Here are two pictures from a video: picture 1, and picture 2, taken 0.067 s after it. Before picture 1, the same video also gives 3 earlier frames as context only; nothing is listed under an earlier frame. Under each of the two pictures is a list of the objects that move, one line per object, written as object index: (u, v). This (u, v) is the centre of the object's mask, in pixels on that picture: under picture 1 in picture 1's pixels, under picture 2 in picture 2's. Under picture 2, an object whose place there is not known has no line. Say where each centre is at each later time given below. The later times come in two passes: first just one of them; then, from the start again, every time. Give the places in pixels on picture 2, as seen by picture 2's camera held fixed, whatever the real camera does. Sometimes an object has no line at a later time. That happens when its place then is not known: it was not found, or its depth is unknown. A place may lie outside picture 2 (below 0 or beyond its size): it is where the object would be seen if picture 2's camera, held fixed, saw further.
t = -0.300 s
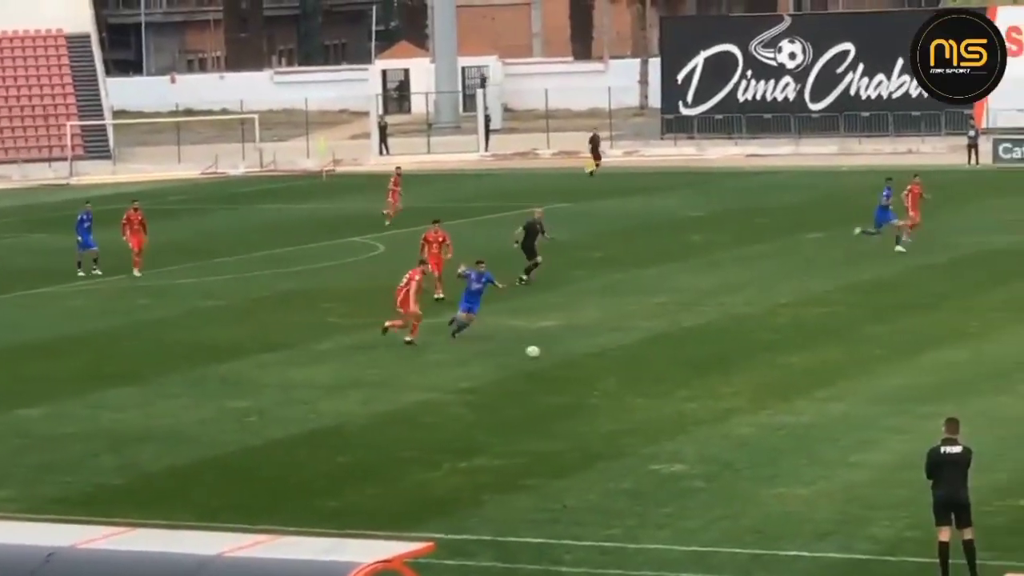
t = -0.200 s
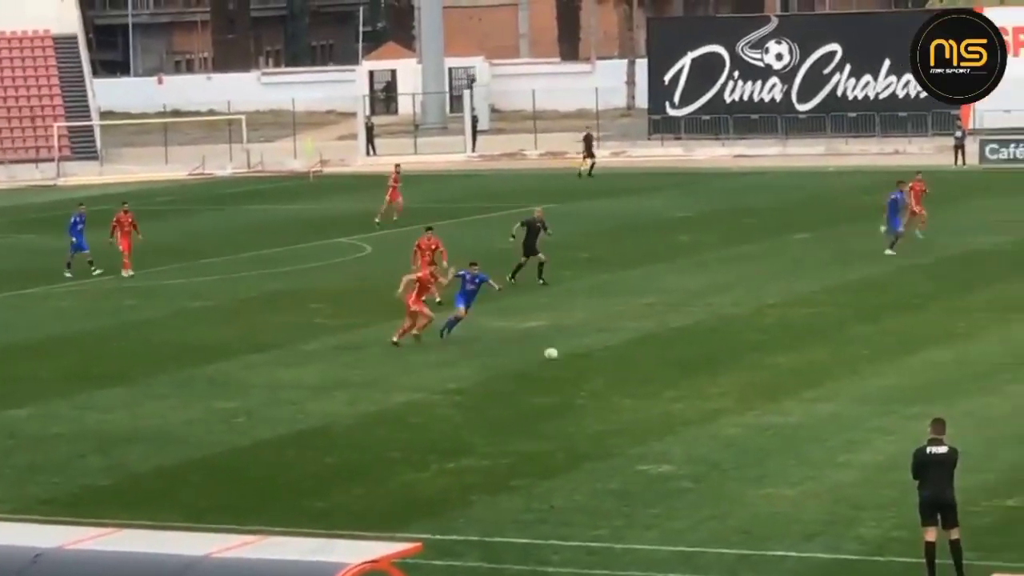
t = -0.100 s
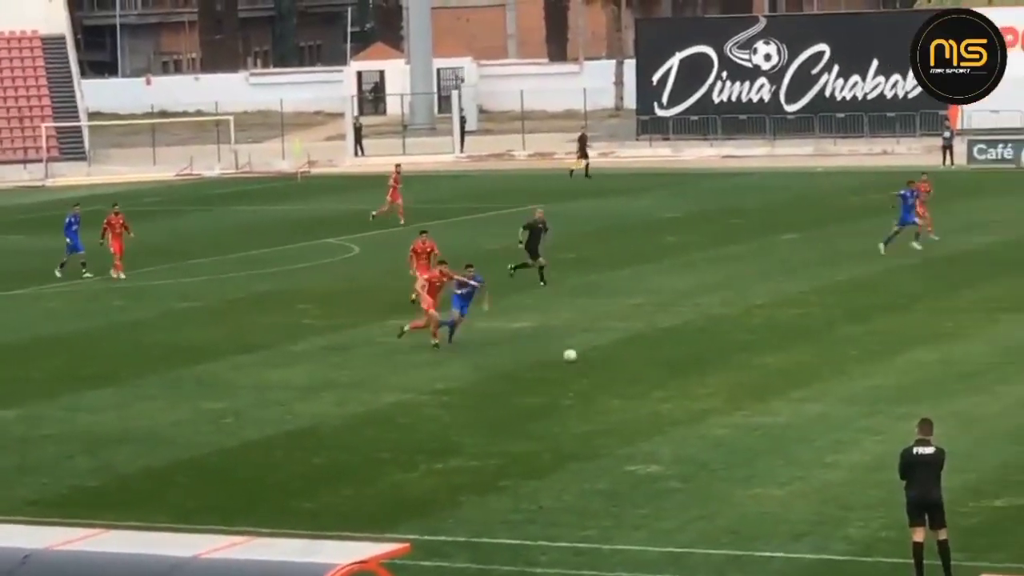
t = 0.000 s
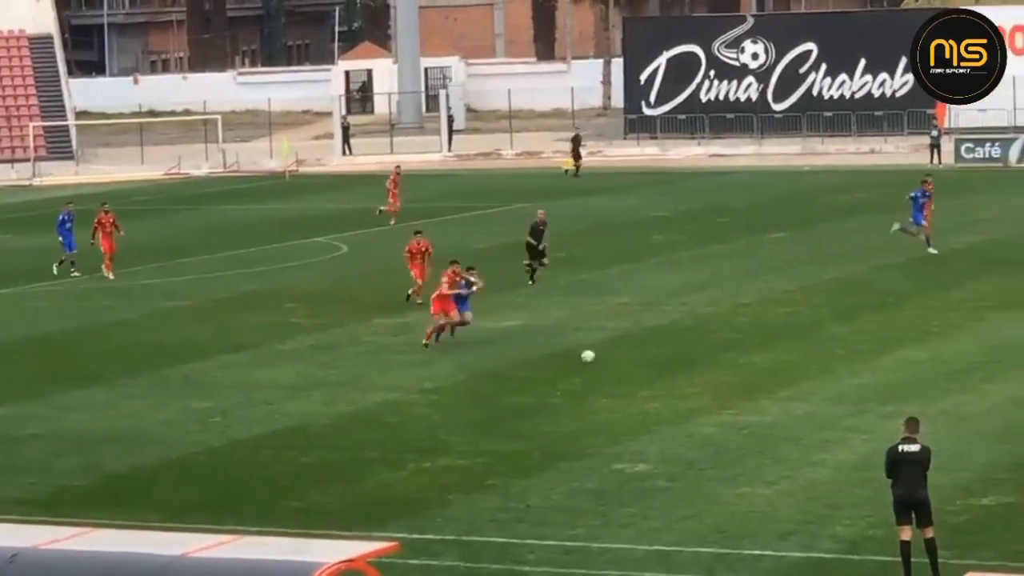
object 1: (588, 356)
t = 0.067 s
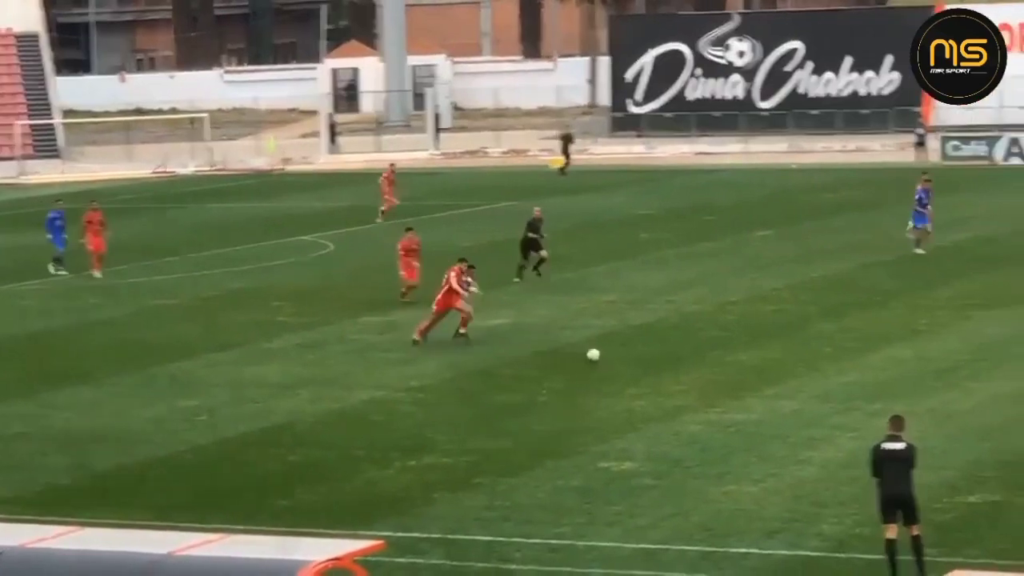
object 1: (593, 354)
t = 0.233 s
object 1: (640, 357)
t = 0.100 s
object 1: (602, 354)
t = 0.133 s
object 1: (612, 356)
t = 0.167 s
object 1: (622, 356)
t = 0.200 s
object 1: (631, 356)
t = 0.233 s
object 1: (640, 357)
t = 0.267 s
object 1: (648, 358)
